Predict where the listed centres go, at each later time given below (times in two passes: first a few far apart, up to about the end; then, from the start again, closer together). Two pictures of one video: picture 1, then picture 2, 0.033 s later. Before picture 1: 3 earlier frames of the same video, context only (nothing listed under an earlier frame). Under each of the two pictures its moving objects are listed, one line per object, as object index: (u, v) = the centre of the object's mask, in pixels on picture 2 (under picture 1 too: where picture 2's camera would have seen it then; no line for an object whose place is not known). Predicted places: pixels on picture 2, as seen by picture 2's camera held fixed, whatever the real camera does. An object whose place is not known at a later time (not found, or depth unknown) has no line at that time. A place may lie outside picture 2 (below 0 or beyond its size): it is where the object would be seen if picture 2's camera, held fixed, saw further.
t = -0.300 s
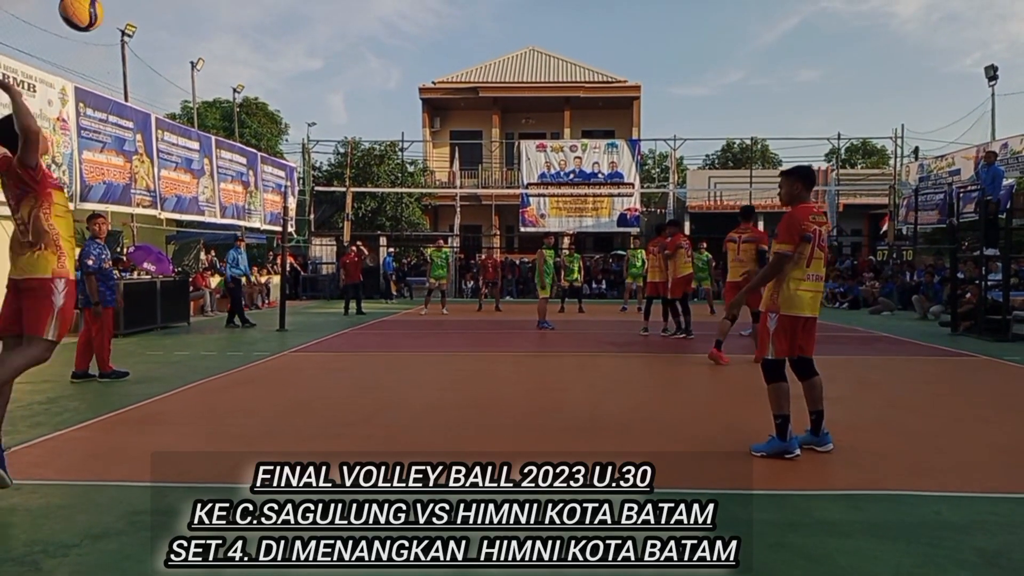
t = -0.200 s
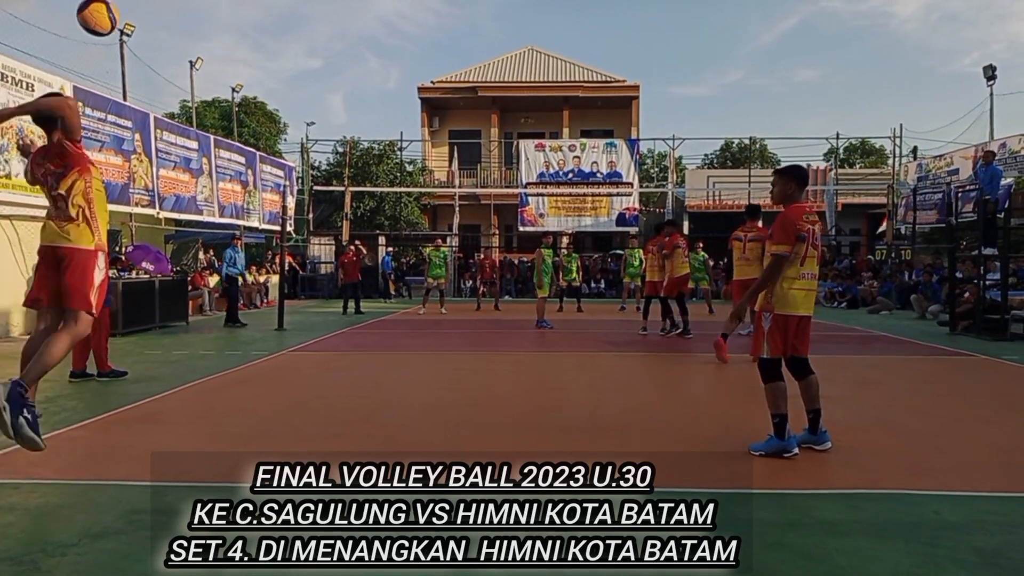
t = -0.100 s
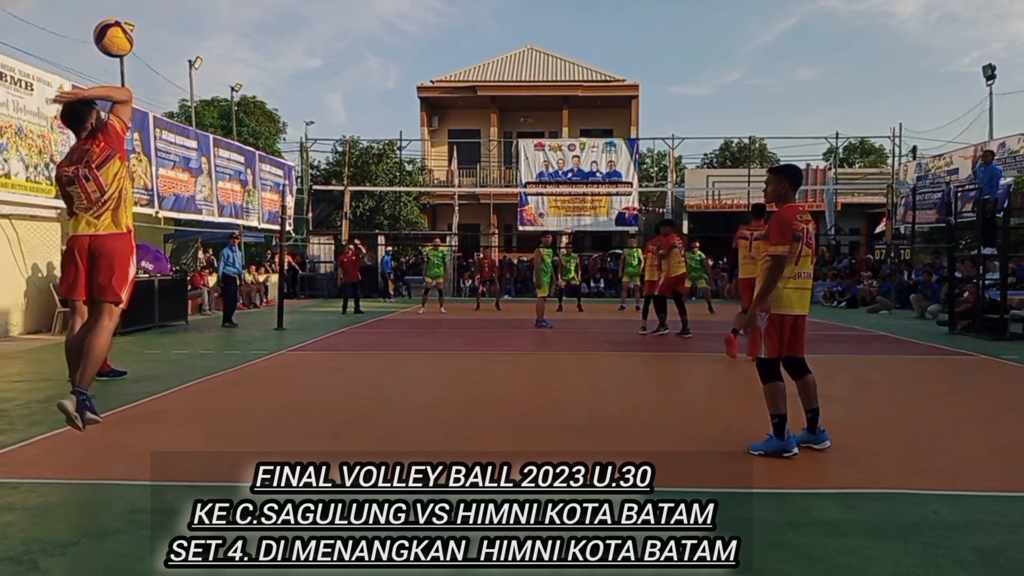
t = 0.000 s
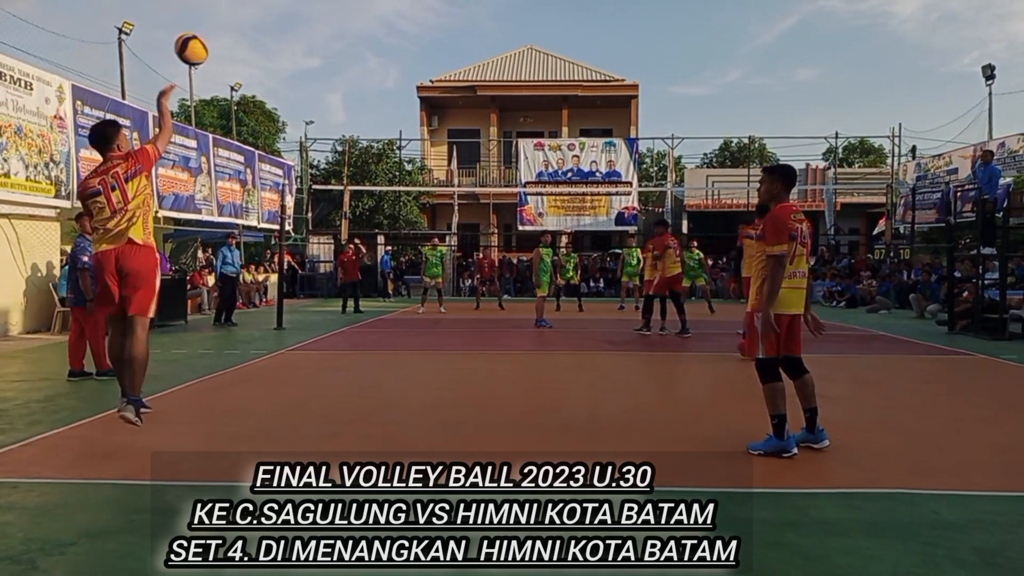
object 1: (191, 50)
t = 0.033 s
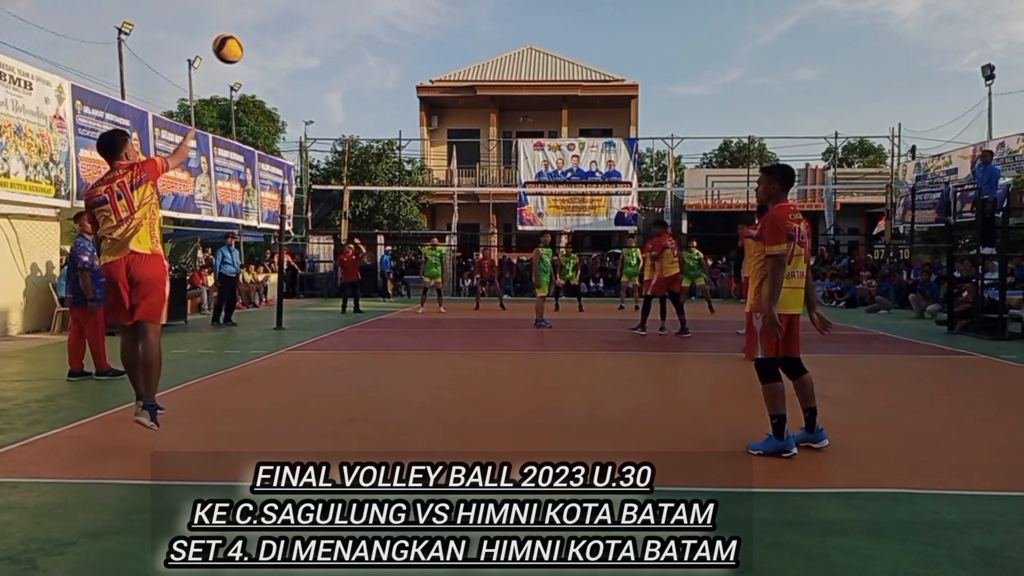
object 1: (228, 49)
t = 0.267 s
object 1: (385, 78)
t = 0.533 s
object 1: (473, 134)
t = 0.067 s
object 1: (259, 50)
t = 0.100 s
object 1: (287, 53)
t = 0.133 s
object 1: (311, 57)
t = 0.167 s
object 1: (333, 61)
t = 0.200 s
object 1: (352, 66)
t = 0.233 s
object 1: (369, 72)
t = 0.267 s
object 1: (385, 78)
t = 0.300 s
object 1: (399, 84)
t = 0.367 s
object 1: (425, 97)
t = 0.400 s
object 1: (436, 104)
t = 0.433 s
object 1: (446, 111)
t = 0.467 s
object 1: (456, 118)
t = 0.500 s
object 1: (465, 126)
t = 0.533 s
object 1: (473, 134)
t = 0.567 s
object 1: (481, 142)
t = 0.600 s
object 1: (489, 149)
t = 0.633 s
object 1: (495, 159)
